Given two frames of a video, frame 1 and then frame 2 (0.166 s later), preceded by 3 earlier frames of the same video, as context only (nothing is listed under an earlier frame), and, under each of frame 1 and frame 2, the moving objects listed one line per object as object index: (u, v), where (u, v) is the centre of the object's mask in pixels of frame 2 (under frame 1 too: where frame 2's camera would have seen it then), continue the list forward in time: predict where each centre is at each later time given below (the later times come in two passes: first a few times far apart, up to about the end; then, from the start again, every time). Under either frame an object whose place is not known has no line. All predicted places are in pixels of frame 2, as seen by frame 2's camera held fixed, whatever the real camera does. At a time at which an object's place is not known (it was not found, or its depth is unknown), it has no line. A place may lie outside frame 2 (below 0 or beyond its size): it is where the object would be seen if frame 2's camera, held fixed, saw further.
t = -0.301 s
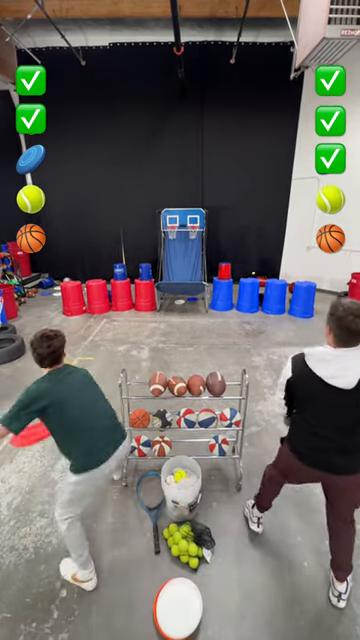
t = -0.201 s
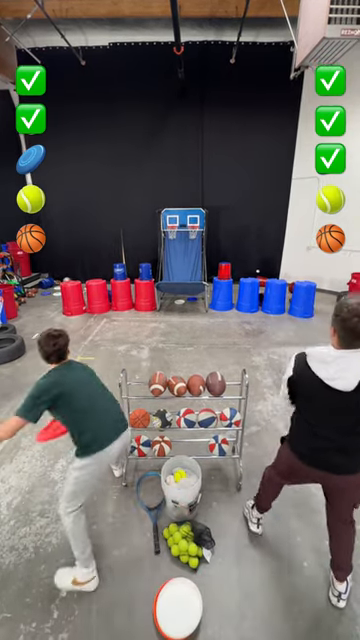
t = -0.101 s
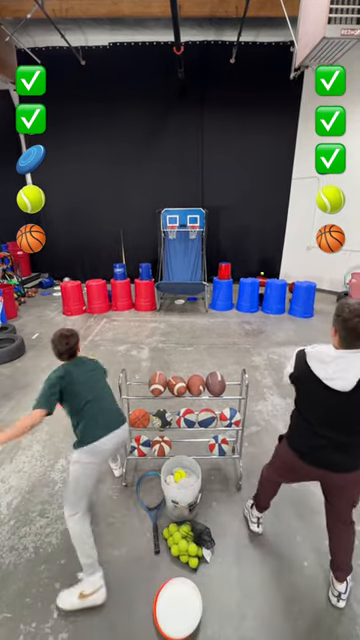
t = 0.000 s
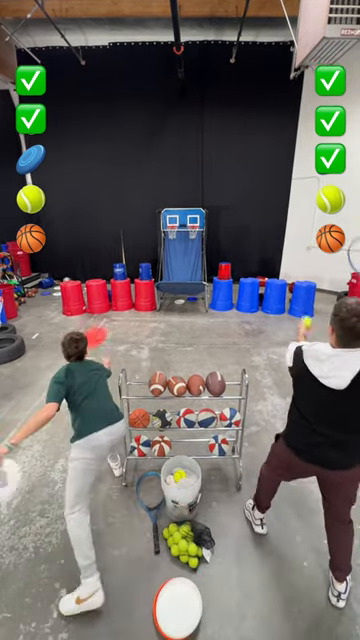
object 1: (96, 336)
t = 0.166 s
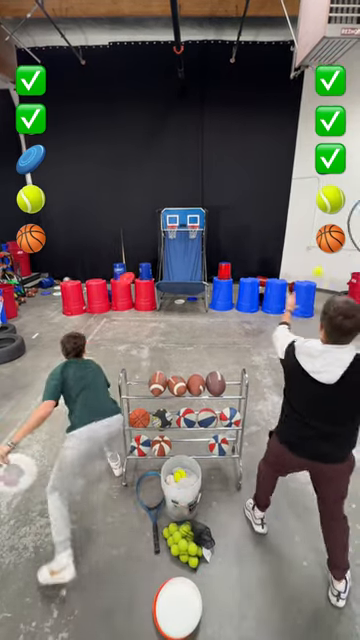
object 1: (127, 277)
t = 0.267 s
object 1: (135, 258)
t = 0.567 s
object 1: (149, 225)
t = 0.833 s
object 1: (144, 223)
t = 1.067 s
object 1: (125, 247)
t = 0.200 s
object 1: (129, 271)
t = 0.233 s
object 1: (132, 264)
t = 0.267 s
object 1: (135, 258)
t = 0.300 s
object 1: (137, 252)
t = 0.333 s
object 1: (139, 247)
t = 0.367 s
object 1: (141, 243)
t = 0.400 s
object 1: (143, 239)
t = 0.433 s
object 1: (145, 235)
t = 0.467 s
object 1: (146, 232)
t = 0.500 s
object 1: (147, 230)
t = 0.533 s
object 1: (148, 227)
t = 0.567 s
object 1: (149, 225)
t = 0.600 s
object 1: (150, 223)
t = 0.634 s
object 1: (151, 221)
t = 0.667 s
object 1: (152, 220)
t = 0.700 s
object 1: (153, 218)
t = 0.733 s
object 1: (151, 218)
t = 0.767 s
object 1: (149, 219)
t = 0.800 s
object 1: (146, 221)
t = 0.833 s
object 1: (144, 223)
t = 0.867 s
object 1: (141, 226)
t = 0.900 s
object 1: (138, 228)
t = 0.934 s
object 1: (135, 231)
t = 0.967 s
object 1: (135, 231)
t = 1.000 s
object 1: (130, 239)
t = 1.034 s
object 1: (128, 243)
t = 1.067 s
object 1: (125, 247)
